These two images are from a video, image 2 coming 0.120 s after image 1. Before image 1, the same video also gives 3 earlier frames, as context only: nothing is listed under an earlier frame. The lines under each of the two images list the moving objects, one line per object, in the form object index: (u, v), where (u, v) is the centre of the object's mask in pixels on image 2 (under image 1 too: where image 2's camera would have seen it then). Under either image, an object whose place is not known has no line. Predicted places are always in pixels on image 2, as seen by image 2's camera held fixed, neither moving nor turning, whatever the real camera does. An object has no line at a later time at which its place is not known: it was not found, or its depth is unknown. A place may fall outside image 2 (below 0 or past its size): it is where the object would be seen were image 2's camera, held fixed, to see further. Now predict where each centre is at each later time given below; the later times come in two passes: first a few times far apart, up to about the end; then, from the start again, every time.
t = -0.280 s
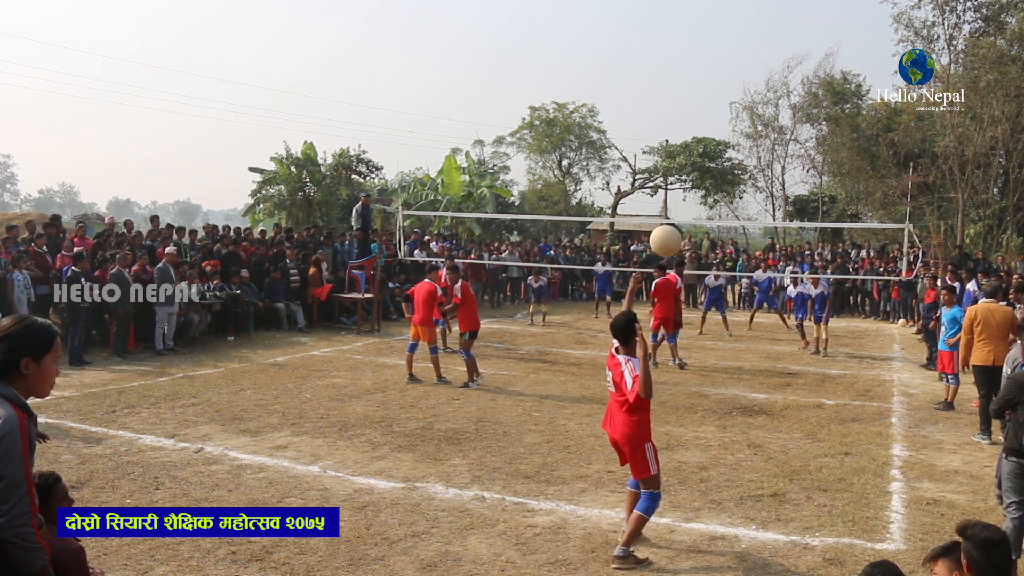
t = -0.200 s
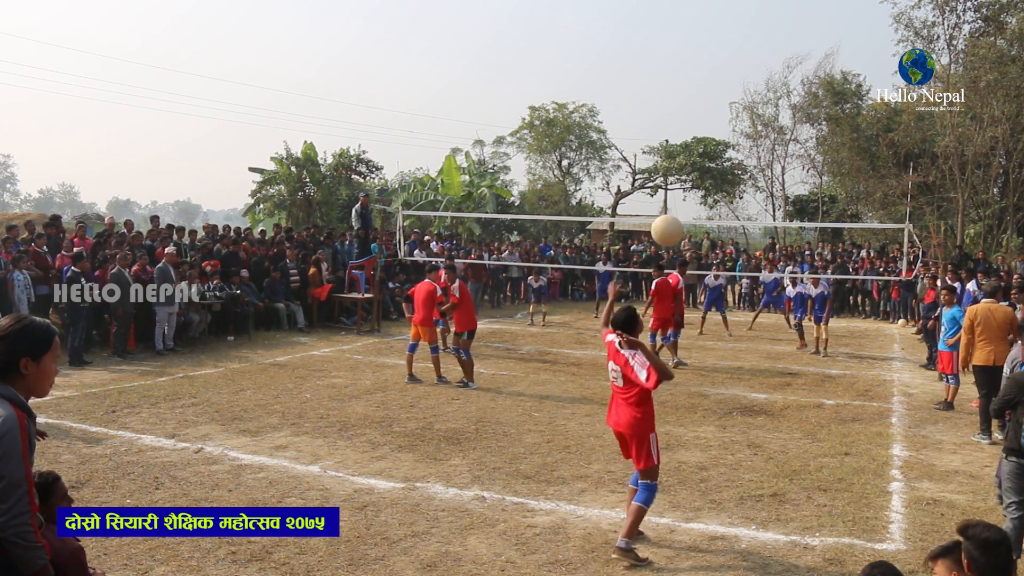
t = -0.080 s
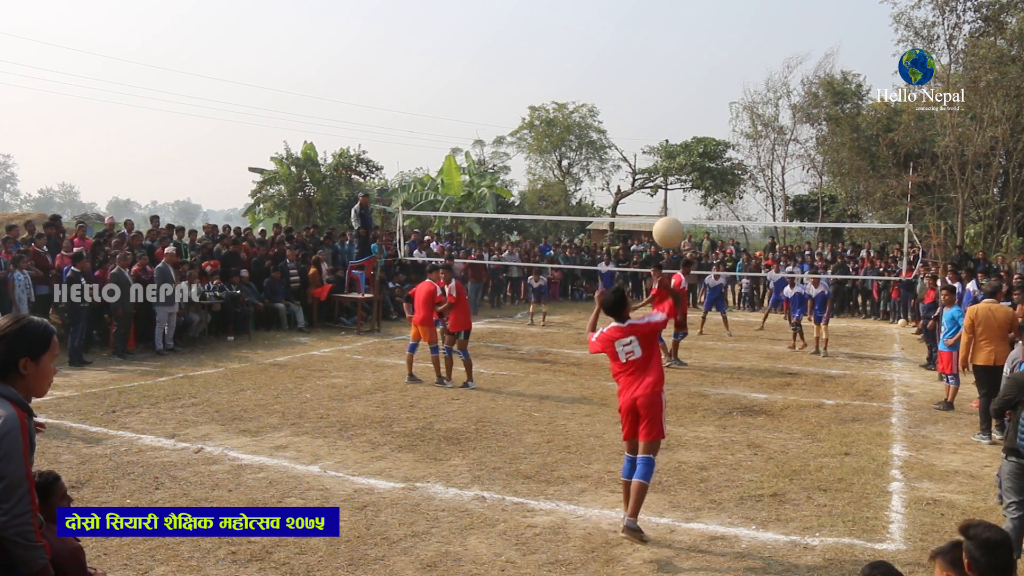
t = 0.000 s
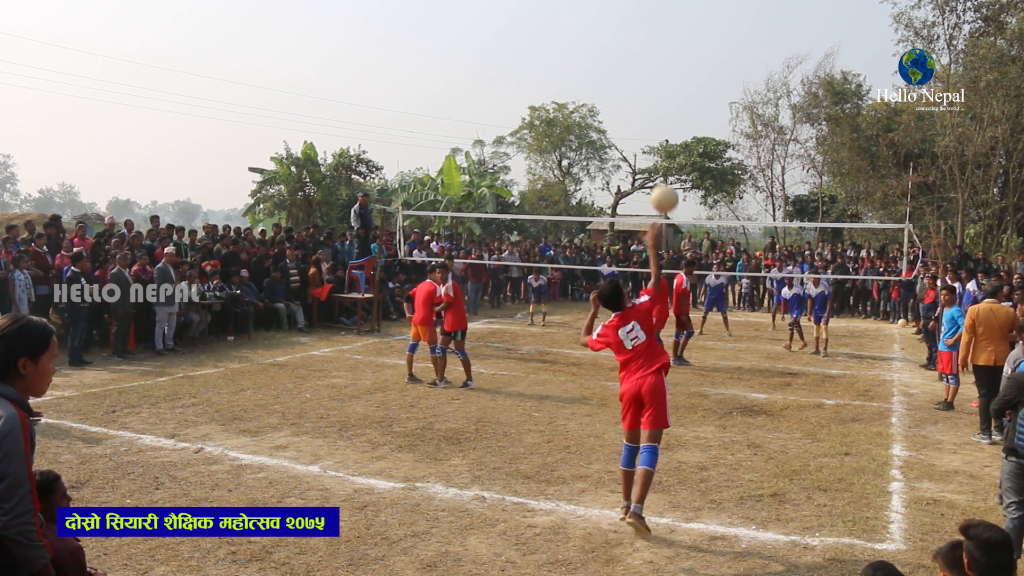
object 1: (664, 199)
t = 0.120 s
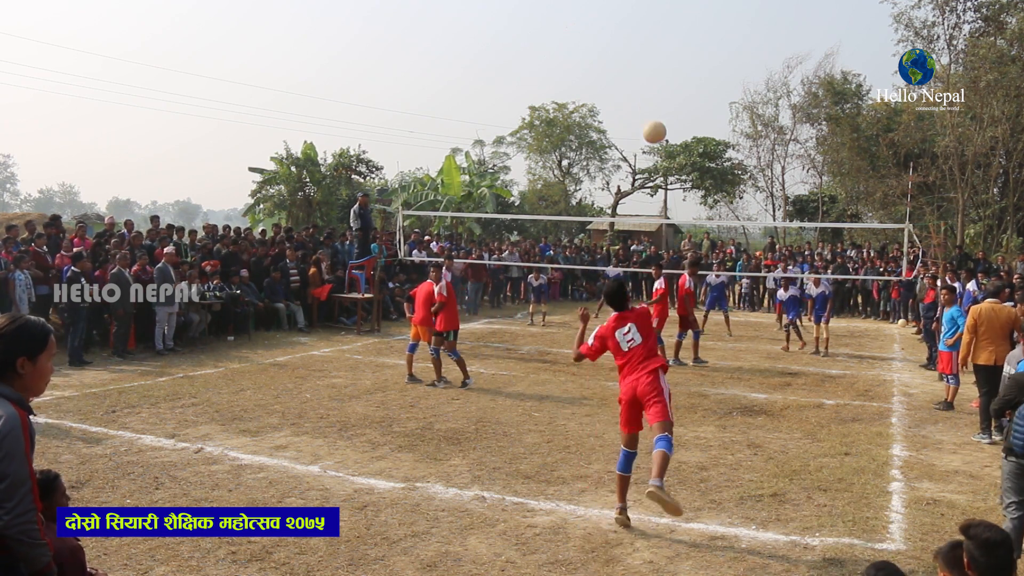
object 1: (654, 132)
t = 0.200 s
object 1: (650, 106)
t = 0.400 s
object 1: (645, 85)
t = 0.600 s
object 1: (646, 97)
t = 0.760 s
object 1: (649, 120)
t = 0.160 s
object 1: (652, 117)
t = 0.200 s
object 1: (650, 106)
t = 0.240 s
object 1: (648, 98)
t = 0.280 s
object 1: (647, 92)
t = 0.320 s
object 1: (646, 87)
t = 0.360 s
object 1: (645, 85)
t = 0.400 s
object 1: (645, 85)
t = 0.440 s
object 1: (645, 86)
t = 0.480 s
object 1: (645, 88)
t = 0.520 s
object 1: (645, 90)
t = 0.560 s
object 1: (645, 93)
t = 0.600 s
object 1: (646, 97)
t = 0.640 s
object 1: (646, 102)
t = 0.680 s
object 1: (647, 107)
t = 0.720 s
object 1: (648, 113)
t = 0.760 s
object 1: (649, 120)
